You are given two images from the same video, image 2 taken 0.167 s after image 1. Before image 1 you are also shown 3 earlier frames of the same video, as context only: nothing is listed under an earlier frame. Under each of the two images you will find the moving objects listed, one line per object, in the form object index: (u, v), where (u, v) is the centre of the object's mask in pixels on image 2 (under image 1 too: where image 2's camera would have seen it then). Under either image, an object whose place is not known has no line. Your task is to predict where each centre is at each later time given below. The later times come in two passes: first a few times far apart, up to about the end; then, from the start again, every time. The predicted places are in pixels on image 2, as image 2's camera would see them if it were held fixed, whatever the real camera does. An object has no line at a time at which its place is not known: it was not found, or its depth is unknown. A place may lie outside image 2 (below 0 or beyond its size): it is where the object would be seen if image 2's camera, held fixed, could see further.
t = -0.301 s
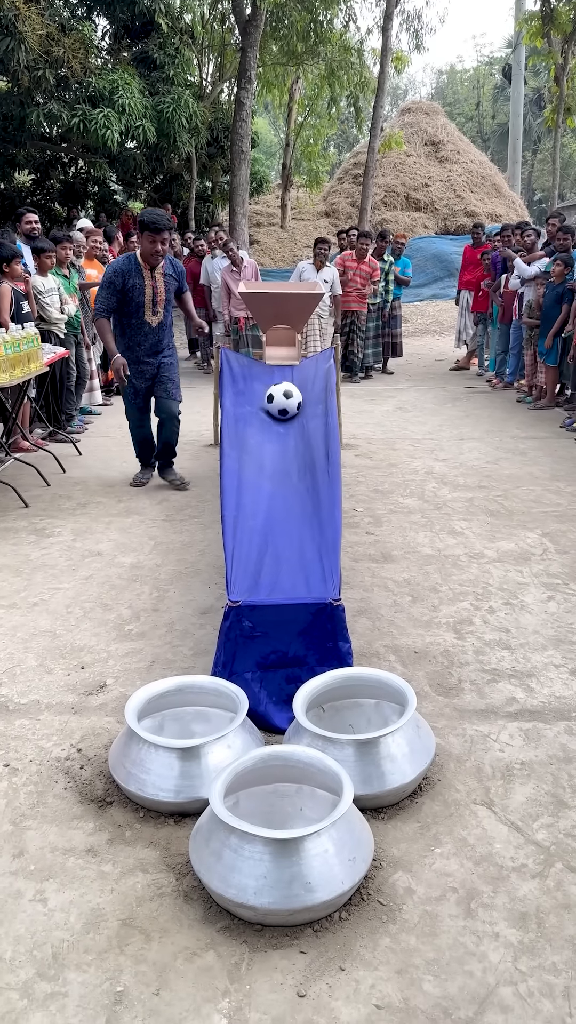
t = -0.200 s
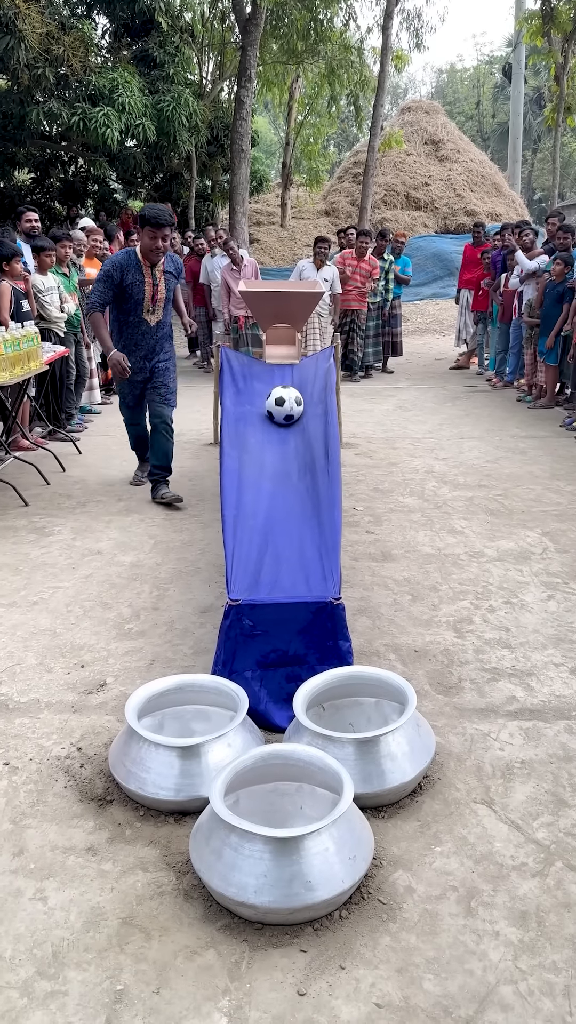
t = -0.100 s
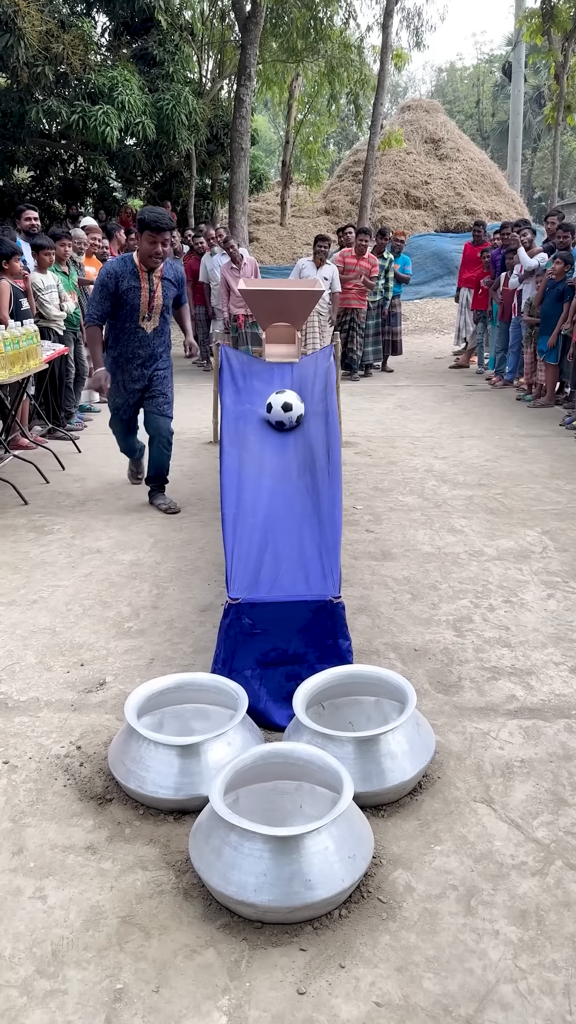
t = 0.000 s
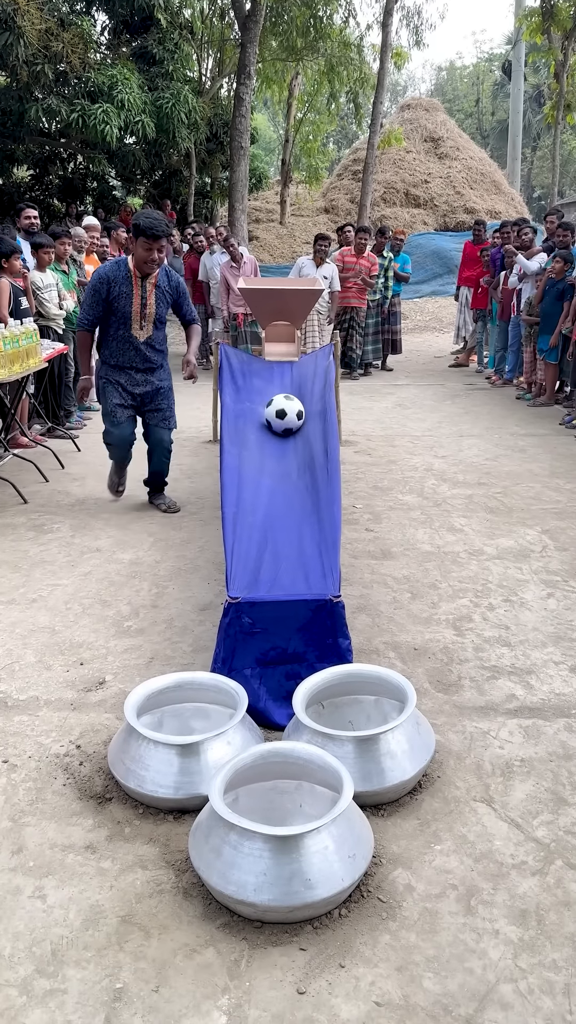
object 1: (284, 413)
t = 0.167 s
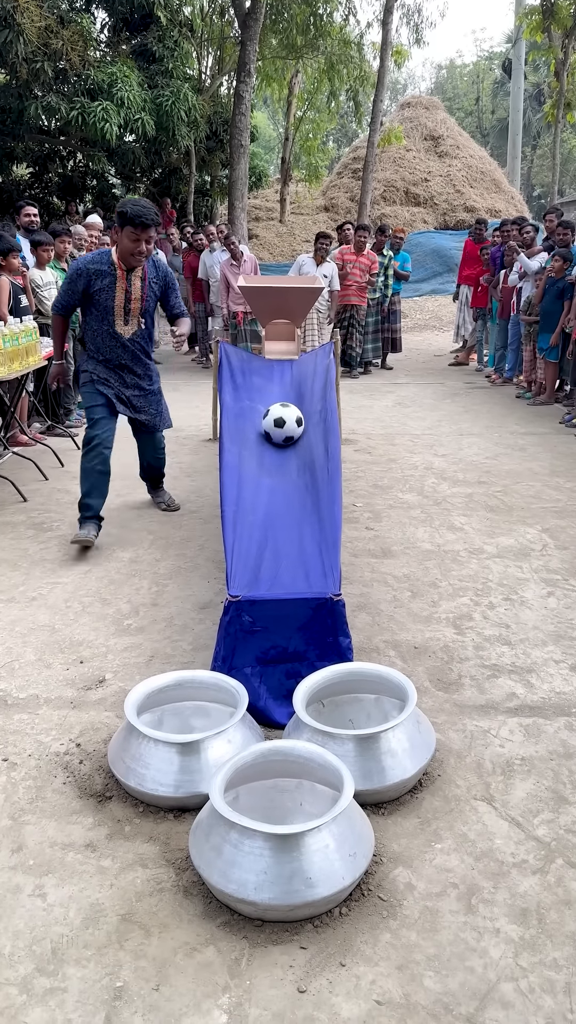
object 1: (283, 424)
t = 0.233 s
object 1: (282, 430)
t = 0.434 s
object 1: (282, 445)
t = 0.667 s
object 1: (283, 465)
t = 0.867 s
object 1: (284, 486)
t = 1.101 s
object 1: (284, 510)
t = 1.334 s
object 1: (282, 542)
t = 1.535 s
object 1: (284, 565)
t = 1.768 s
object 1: (282, 588)
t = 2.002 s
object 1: (228, 642)
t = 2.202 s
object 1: (164, 672)
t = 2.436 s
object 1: (185, 711)
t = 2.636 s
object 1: (188, 703)
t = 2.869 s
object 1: (184, 723)
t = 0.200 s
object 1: (282, 427)
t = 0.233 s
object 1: (282, 430)
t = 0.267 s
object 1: (282, 433)
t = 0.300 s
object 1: (282, 435)
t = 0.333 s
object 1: (282, 438)
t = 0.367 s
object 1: (281, 440)
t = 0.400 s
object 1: (281, 443)
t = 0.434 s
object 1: (282, 445)
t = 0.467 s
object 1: (282, 448)
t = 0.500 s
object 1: (282, 450)
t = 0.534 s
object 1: (282, 453)
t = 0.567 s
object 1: (283, 456)
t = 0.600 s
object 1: (282, 459)
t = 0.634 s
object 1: (283, 462)
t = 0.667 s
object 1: (283, 465)
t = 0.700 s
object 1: (283, 468)
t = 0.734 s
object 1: (283, 472)
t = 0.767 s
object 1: (284, 476)
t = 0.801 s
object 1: (284, 479)
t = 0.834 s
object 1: (284, 483)
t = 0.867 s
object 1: (284, 486)
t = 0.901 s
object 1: (285, 489)
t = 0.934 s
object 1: (284, 493)
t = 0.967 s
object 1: (284, 496)
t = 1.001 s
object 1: (284, 500)
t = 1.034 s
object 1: (284, 503)
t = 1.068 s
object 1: (284, 507)
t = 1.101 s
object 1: (284, 510)
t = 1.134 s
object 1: (283, 515)
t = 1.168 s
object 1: (282, 520)
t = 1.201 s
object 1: (282, 524)
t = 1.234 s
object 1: (282, 529)
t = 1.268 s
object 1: (282, 534)
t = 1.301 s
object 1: (282, 538)
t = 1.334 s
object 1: (282, 542)
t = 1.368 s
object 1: (282, 546)
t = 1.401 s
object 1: (282, 550)
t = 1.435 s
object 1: (283, 555)
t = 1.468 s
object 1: (283, 558)
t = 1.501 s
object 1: (283, 562)
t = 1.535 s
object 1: (284, 565)
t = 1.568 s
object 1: (283, 562)
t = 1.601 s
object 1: (283, 558)
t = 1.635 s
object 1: (283, 557)
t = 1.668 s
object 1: (283, 560)
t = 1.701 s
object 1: (283, 565)
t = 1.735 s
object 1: (283, 574)
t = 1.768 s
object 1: (282, 588)
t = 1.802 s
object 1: (282, 605)
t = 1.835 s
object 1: (282, 625)
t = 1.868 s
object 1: (282, 650)
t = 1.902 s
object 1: (273, 653)
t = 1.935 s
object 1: (258, 646)
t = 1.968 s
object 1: (243, 642)
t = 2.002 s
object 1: (228, 642)
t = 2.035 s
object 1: (212, 645)
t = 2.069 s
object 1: (197, 652)
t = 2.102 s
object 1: (181, 662)
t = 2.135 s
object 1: (165, 677)
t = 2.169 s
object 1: (161, 678)
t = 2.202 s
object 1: (164, 672)
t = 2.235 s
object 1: (167, 669)
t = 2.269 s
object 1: (169, 669)
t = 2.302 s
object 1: (173, 673)
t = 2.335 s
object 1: (176, 681)
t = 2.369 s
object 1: (179, 693)
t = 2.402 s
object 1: (182, 702)
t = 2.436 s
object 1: (185, 711)
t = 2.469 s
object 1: (187, 721)
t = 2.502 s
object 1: (187, 718)
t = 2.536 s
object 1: (186, 710)
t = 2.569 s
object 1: (187, 707)
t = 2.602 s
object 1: (187, 705)
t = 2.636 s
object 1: (188, 703)
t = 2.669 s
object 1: (187, 703)
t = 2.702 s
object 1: (186, 705)
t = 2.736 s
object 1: (186, 709)
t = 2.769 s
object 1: (185, 712)
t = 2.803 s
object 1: (185, 718)
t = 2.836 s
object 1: (186, 725)
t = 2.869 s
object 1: (184, 723)
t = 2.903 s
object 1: (181, 719)
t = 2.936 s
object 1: (180, 717)
